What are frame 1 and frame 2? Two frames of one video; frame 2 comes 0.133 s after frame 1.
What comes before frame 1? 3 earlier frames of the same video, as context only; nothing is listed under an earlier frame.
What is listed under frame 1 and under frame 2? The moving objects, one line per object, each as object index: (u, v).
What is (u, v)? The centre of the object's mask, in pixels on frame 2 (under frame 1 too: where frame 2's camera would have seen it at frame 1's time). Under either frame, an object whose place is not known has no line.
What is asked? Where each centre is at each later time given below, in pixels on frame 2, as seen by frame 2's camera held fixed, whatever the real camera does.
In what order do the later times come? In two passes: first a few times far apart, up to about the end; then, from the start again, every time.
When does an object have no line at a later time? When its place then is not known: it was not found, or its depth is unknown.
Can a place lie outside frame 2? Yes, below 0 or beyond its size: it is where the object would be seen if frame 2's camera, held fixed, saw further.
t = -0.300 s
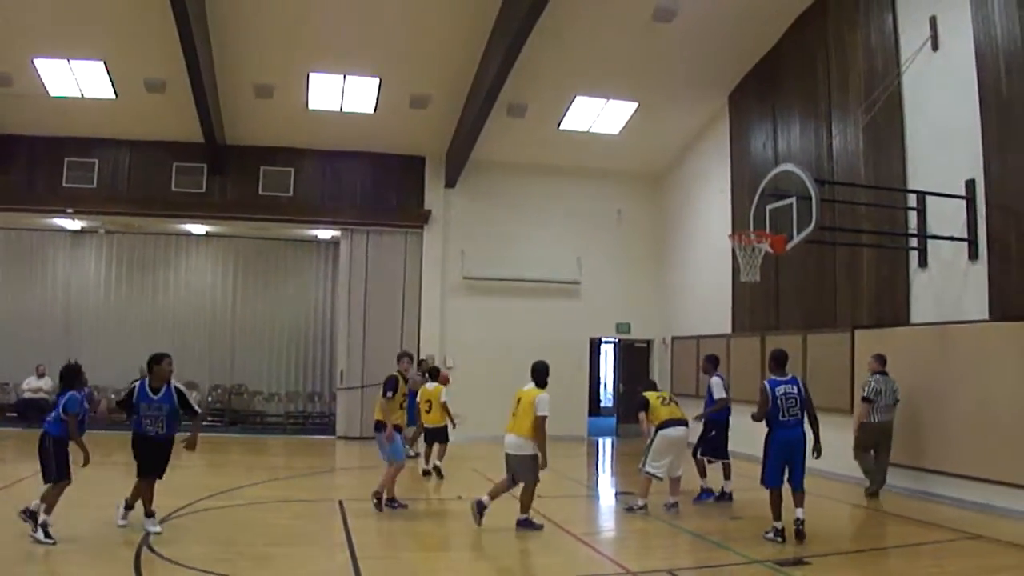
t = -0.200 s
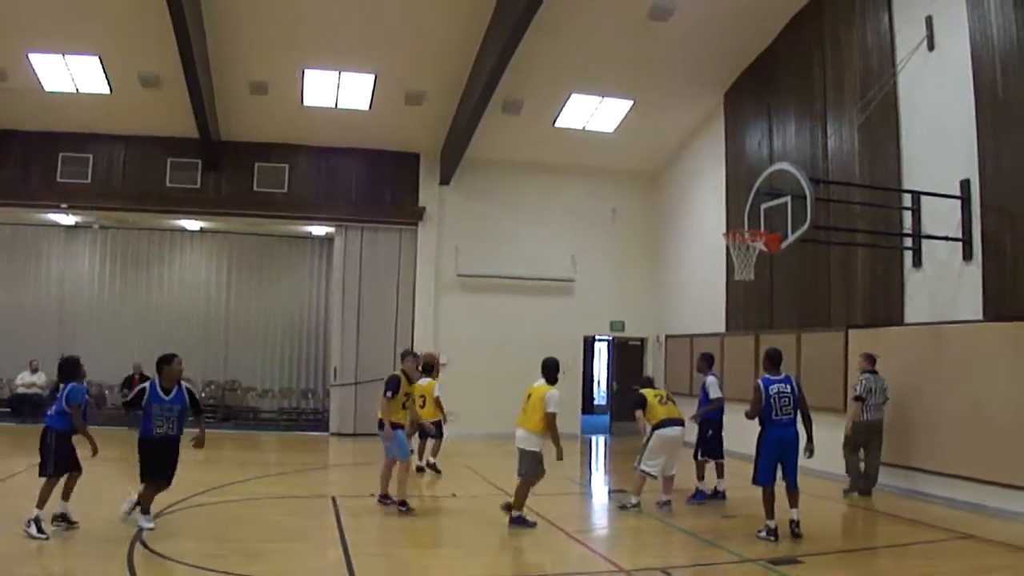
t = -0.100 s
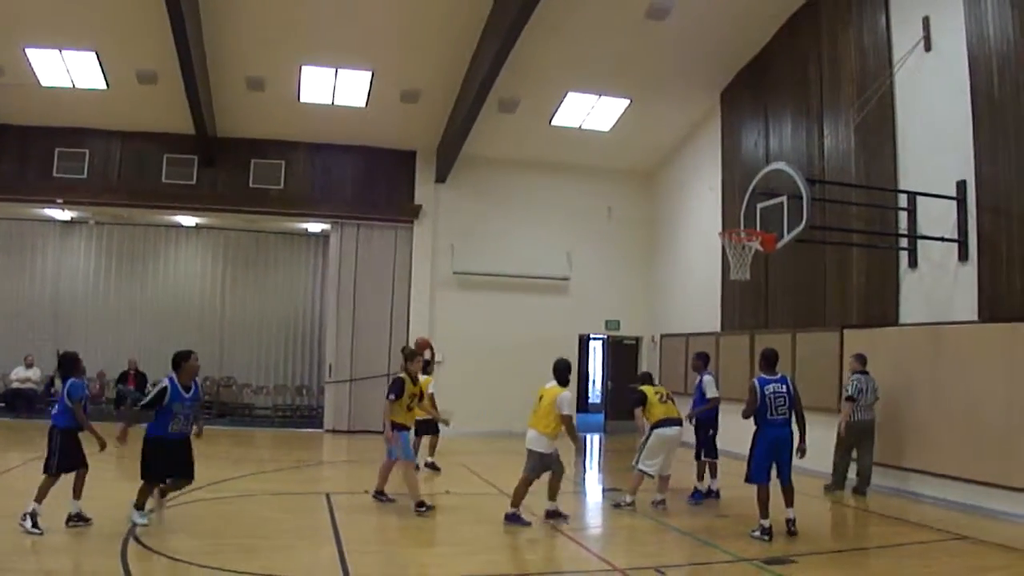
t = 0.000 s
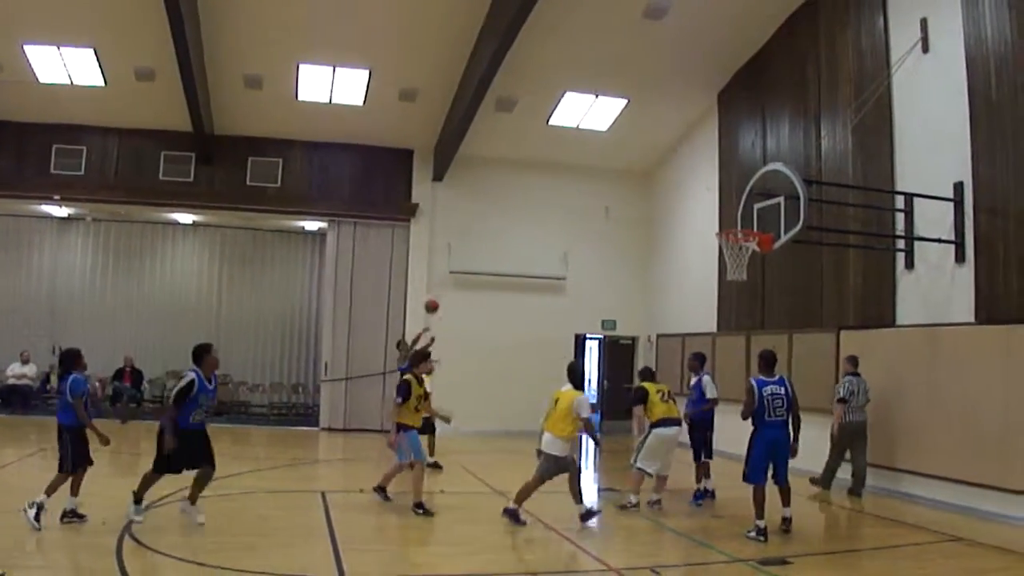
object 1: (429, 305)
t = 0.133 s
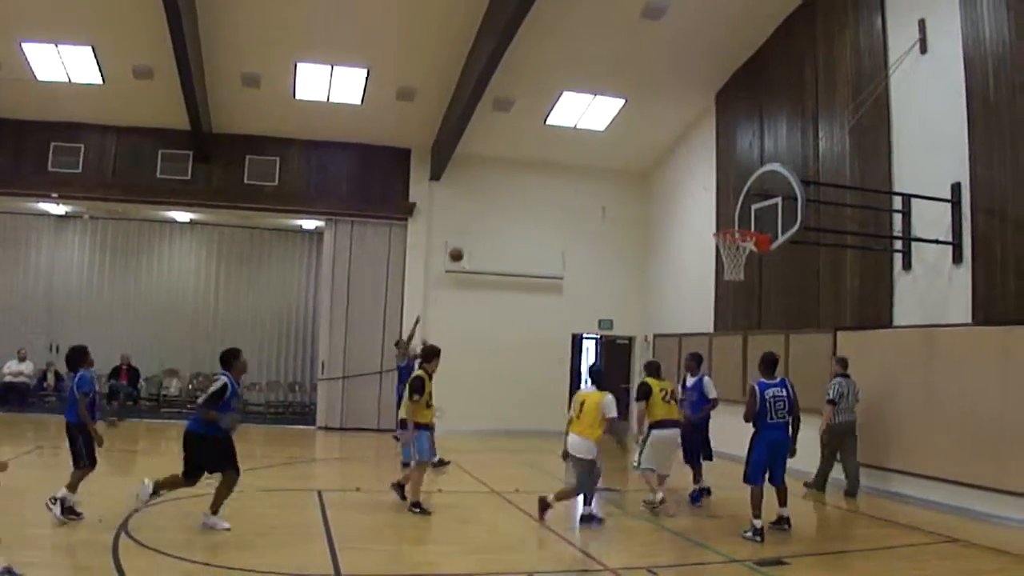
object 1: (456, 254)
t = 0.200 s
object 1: (470, 232)
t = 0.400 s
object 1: (513, 180)
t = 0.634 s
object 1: (567, 147)
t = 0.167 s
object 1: (463, 243)
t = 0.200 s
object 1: (470, 232)
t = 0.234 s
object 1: (477, 222)
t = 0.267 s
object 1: (484, 212)
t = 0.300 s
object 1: (491, 203)
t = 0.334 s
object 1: (498, 195)
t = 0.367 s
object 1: (506, 187)
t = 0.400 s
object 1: (513, 180)
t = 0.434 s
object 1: (521, 173)
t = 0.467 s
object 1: (528, 167)
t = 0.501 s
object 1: (536, 161)
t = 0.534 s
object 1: (544, 157)
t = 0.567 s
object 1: (551, 152)
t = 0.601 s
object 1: (560, 150)
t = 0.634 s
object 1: (567, 147)
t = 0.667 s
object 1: (575, 146)
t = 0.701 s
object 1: (583, 144)
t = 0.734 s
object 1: (591, 144)
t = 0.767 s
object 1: (597, 145)
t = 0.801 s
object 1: (602, 146)
